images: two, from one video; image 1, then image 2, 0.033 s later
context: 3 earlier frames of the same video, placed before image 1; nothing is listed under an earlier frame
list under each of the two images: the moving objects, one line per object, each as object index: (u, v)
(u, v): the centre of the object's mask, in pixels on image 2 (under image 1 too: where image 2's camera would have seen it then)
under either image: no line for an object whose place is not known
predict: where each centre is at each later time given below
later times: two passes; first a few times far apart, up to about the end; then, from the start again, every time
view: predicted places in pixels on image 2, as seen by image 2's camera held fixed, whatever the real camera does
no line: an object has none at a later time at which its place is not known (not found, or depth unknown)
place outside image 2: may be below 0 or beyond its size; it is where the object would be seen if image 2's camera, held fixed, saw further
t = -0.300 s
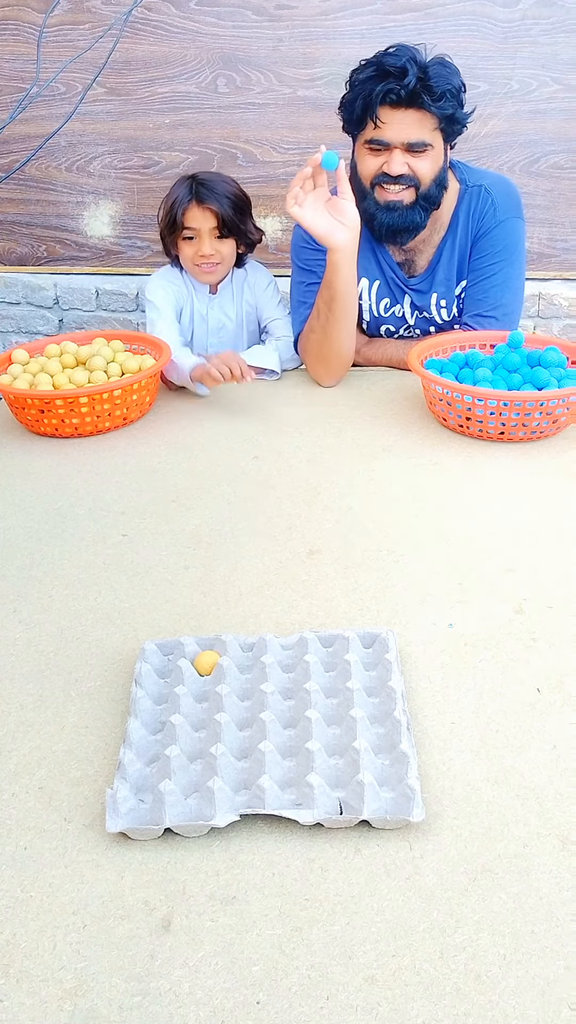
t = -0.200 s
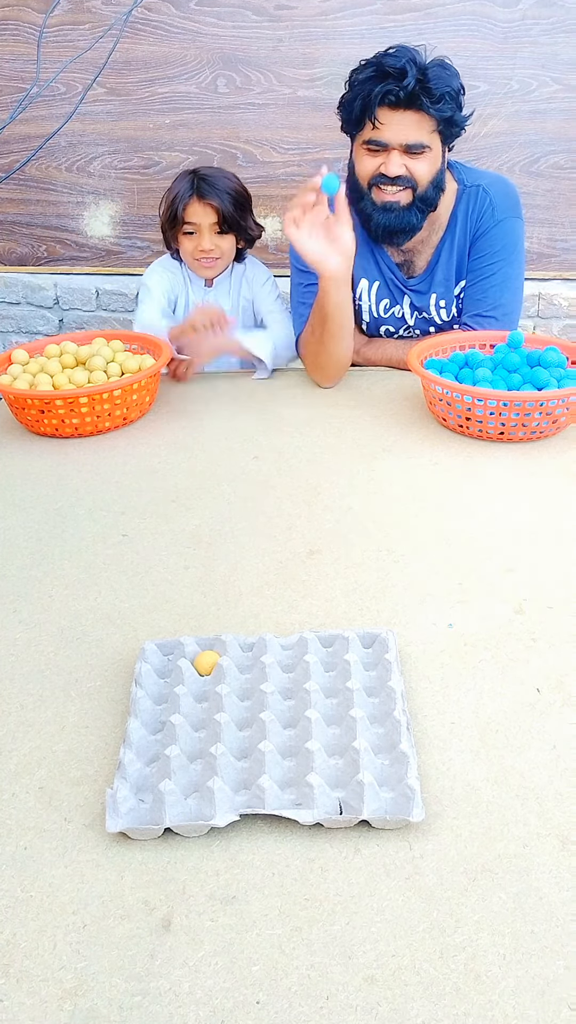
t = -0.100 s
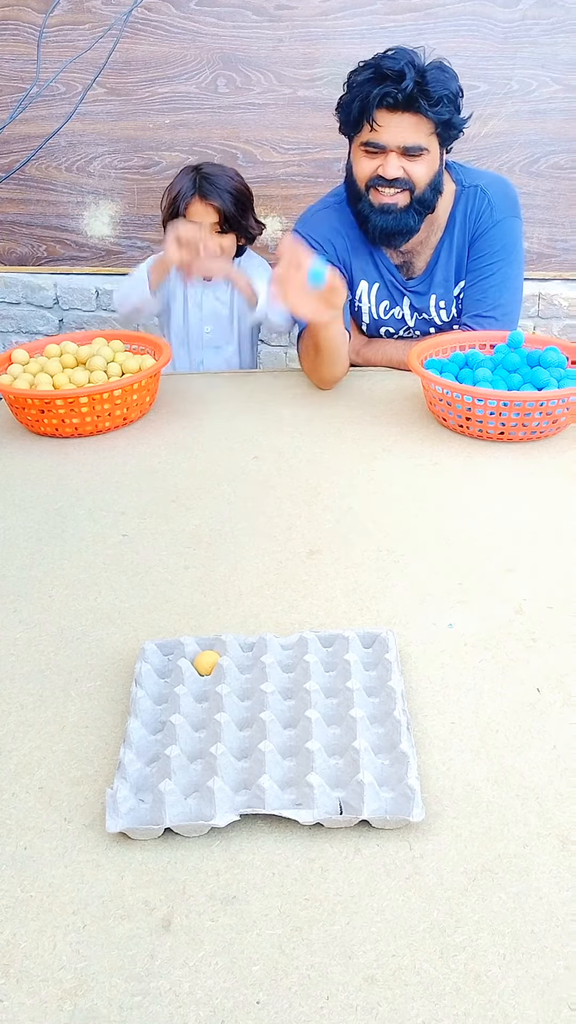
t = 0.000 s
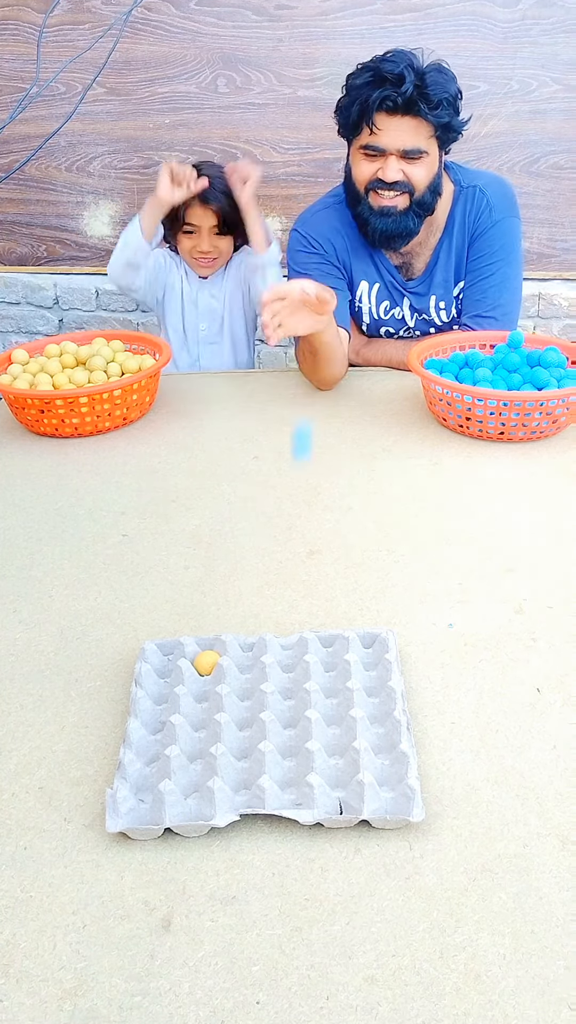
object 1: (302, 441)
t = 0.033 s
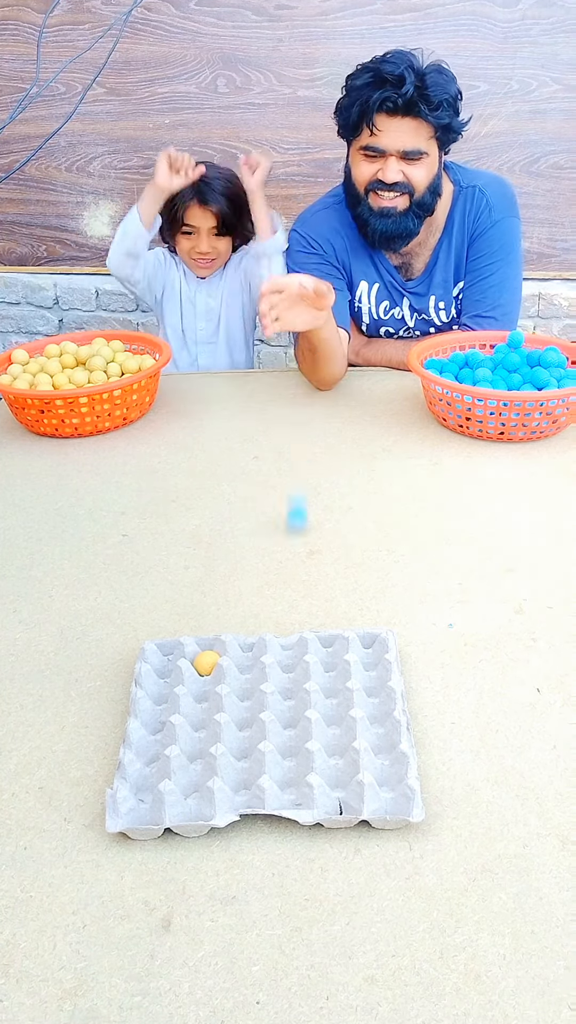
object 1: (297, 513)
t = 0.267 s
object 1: (261, 454)
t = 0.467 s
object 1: (249, 706)
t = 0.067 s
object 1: (292, 496)
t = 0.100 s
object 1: (286, 471)
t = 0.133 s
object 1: (280, 452)
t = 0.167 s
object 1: (275, 440)
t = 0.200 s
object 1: (270, 436)
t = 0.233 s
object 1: (265, 440)
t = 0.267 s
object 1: (261, 454)
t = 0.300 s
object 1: (257, 477)
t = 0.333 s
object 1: (253, 510)
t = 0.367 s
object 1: (251, 554)
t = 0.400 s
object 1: (249, 607)
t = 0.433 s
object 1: (247, 673)
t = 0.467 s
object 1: (249, 706)
